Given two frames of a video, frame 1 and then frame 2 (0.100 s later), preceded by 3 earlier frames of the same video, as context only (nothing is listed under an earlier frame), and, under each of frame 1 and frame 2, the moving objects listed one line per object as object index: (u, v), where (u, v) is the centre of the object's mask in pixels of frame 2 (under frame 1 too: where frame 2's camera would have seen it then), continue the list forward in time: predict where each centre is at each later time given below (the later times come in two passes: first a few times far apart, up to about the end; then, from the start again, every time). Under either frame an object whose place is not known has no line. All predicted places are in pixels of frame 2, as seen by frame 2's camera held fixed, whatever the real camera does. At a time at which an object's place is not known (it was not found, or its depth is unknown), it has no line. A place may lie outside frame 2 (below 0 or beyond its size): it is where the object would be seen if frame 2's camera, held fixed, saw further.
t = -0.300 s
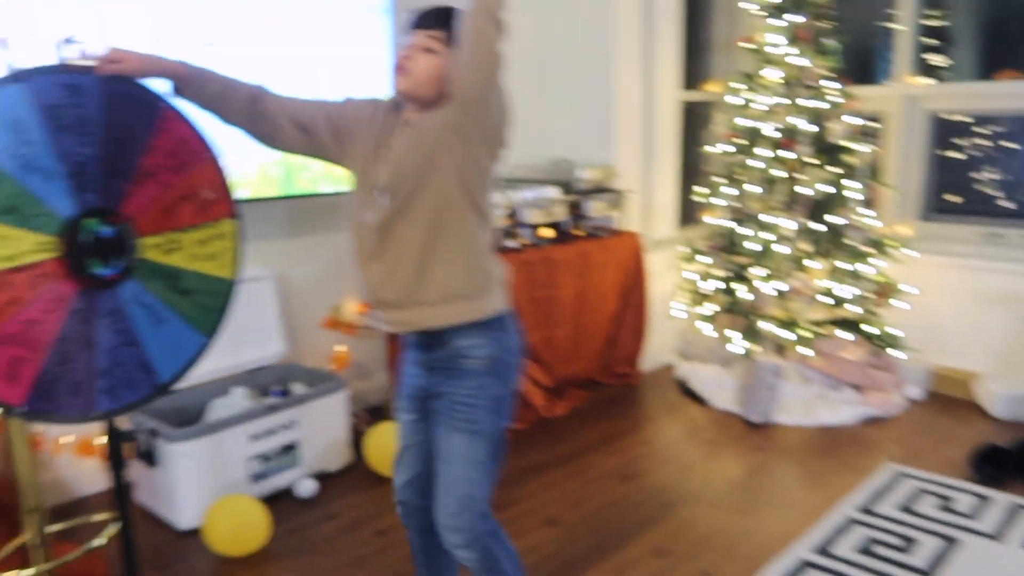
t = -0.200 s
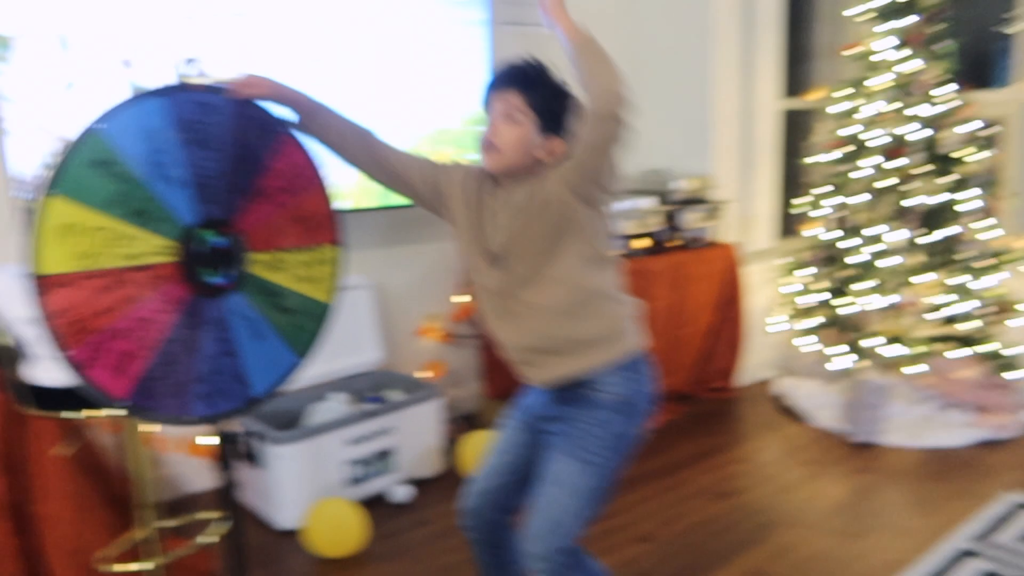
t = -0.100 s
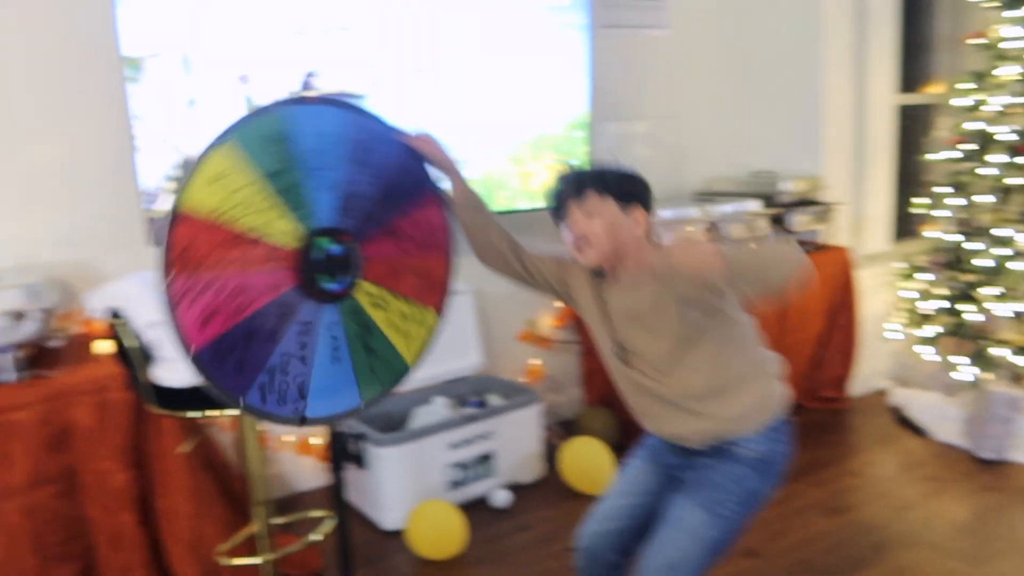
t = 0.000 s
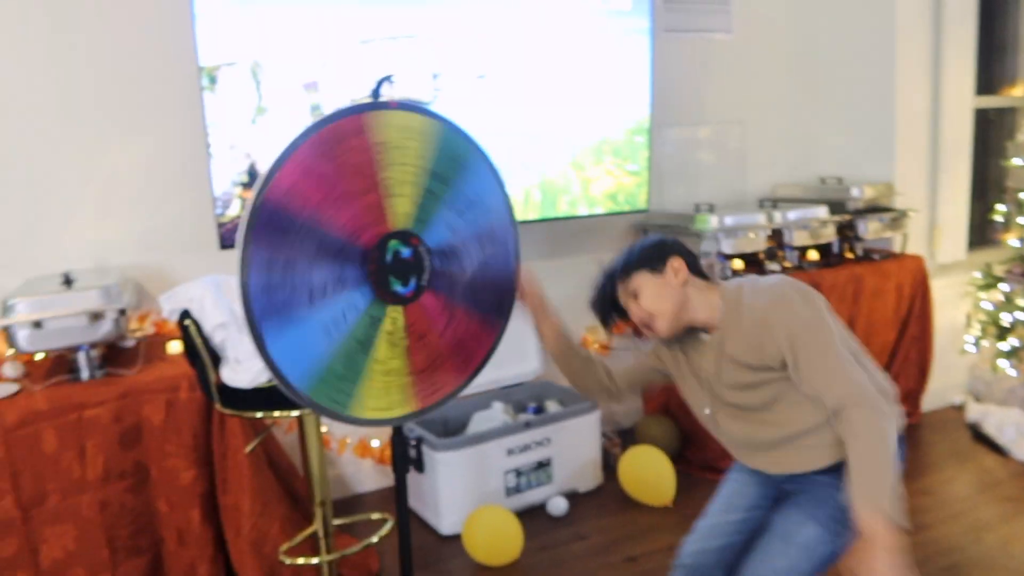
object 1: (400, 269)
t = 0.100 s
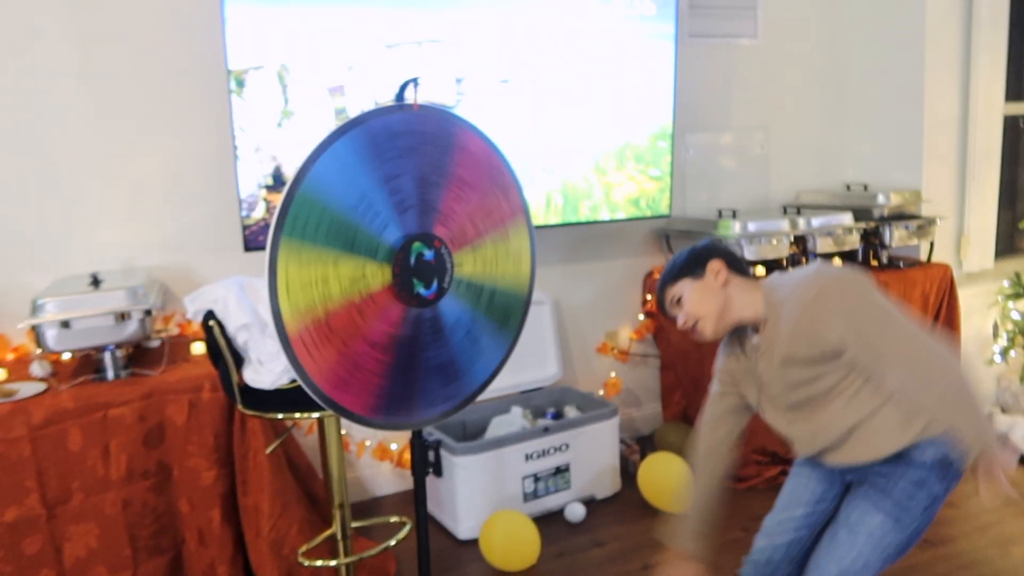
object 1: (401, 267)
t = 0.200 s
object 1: (397, 267)
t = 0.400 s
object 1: (383, 268)
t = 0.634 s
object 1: (394, 267)
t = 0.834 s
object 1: (383, 268)
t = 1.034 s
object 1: (388, 268)
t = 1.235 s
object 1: (386, 267)
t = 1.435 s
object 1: (384, 267)
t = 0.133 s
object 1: (401, 267)
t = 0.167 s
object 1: (399, 267)
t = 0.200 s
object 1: (397, 267)
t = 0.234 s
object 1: (393, 268)
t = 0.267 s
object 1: (388, 269)
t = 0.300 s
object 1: (383, 268)
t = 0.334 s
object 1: (382, 267)
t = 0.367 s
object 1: (381, 267)
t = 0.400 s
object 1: (383, 268)
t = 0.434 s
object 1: (387, 268)
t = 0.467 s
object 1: (391, 268)
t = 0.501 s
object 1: (393, 267)
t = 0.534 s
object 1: (394, 267)
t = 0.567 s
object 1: (394, 267)
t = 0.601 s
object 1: (394, 267)
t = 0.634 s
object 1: (394, 267)
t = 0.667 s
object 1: (393, 267)
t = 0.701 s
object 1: (391, 268)
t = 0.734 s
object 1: (387, 269)
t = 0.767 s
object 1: (384, 269)
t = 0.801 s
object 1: (382, 269)
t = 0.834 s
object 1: (383, 268)
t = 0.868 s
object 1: (385, 268)
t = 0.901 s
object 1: (387, 268)
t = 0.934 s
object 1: (389, 267)
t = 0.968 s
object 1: (389, 267)
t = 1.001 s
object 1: (389, 267)
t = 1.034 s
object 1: (388, 268)
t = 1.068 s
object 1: (386, 268)
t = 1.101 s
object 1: (385, 268)
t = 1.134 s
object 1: (384, 268)
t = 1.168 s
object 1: (385, 267)
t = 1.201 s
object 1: (386, 267)
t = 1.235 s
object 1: (386, 267)
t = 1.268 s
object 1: (386, 268)
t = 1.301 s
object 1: (385, 268)
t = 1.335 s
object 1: (384, 268)
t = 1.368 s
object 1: (384, 268)
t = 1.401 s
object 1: (384, 268)
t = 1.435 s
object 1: (384, 267)
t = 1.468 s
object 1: (384, 267)
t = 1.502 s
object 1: (384, 268)
